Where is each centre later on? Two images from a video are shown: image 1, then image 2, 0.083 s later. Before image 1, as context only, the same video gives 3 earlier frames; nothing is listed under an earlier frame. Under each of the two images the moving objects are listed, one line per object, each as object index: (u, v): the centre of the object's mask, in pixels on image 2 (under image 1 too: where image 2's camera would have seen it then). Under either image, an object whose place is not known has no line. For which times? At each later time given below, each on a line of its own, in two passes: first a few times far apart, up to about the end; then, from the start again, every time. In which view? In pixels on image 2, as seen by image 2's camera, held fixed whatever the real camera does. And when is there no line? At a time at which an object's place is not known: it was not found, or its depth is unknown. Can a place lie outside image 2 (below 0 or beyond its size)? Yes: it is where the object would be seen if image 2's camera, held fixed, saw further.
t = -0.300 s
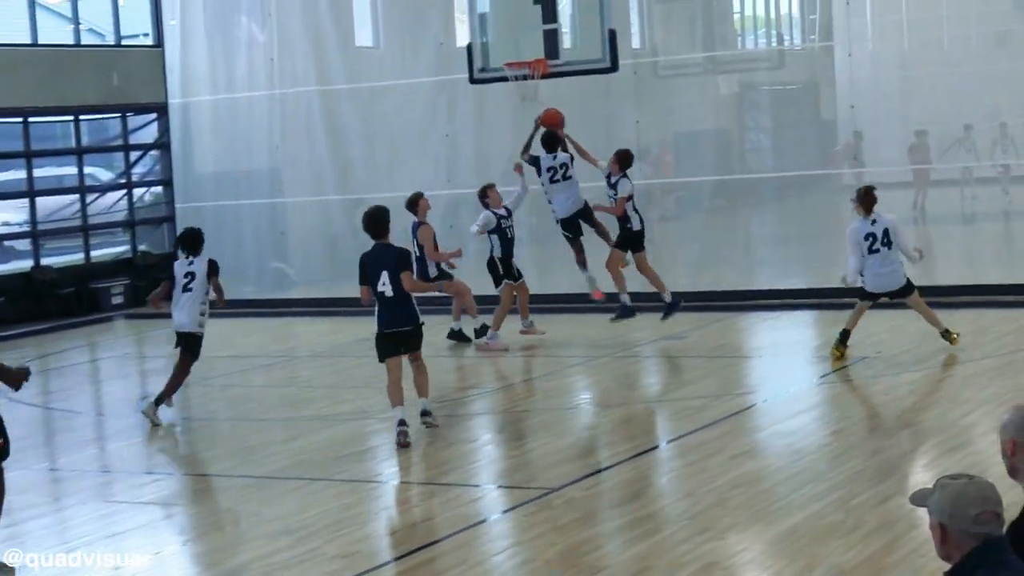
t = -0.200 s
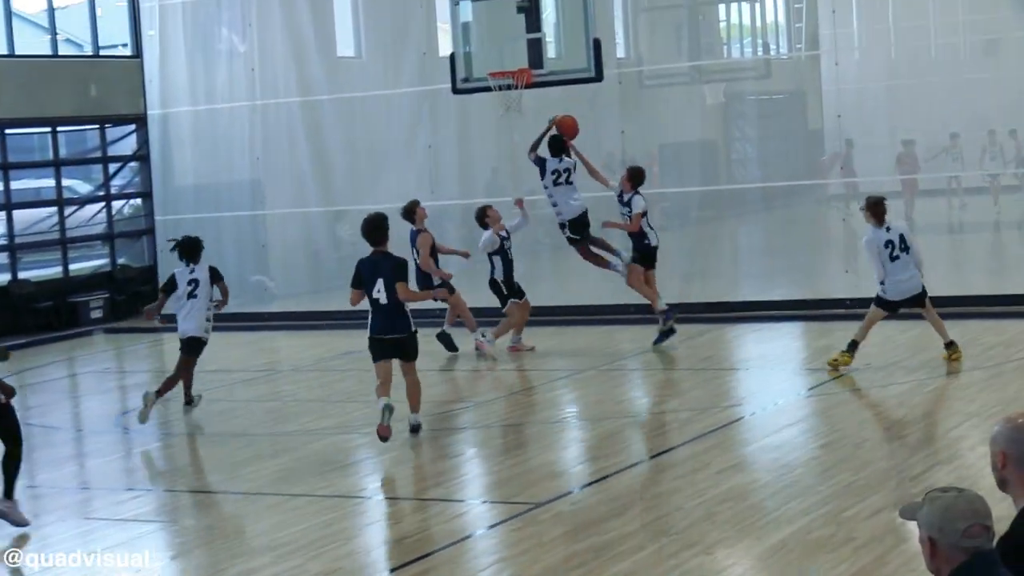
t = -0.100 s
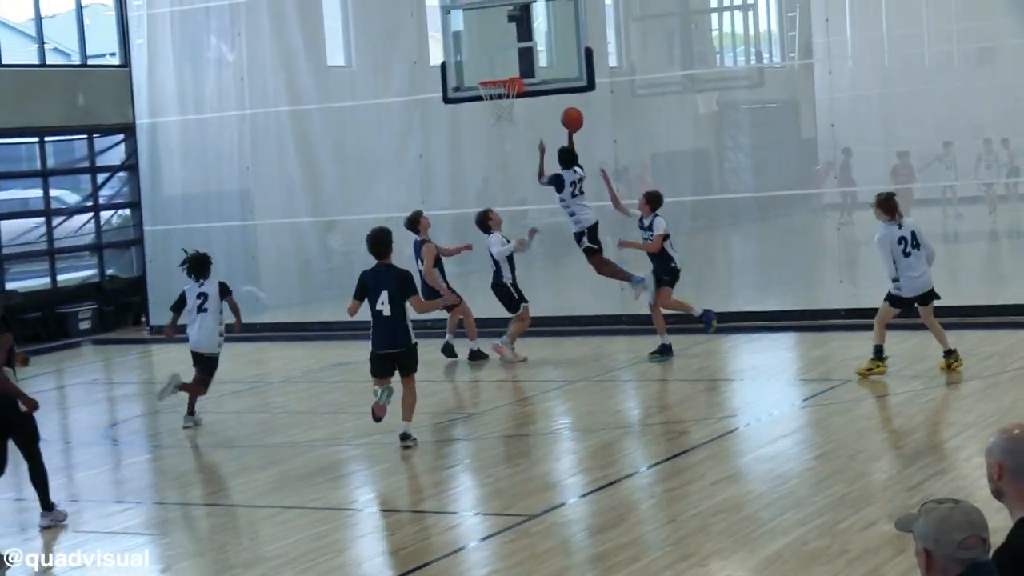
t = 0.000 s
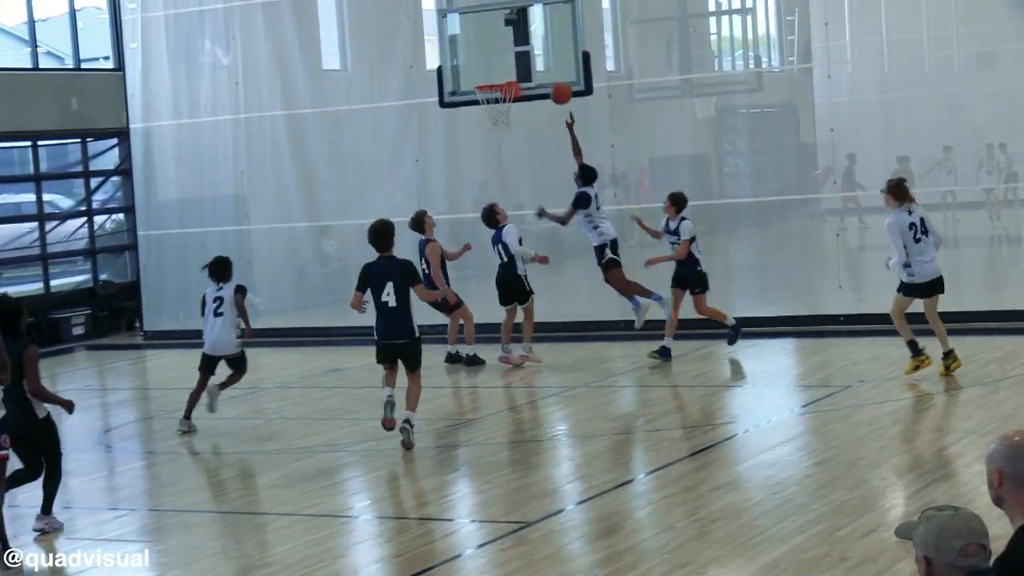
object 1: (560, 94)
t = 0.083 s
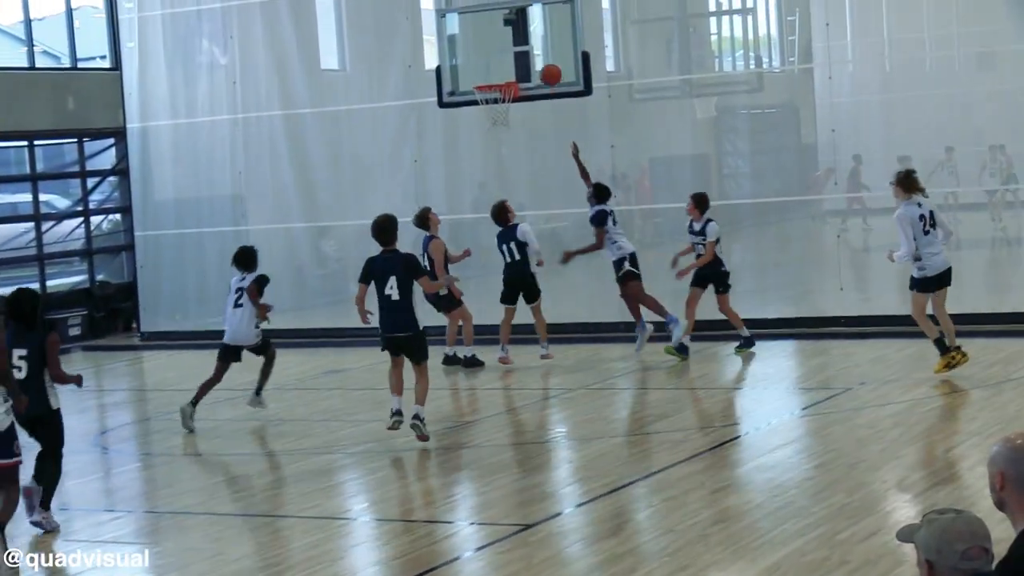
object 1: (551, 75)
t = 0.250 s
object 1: (533, 56)
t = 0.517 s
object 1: (506, 72)
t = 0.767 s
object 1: (492, 117)
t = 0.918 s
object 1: (495, 139)
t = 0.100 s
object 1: (548, 71)
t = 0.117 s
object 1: (547, 68)
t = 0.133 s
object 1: (544, 66)
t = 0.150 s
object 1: (543, 63)
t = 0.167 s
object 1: (542, 62)
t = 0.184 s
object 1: (540, 60)
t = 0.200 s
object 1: (538, 59)
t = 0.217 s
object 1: (536, 57)
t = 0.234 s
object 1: (534, 57)
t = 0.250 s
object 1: (533, 56)
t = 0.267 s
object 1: (532, 55)
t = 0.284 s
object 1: (531, 55)
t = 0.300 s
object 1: (529, 54)
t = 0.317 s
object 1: (527, 55)
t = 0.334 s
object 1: (526, 55)
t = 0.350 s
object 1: (525, 55)
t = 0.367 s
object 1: (523, 57)
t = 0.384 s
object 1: (521, 58)
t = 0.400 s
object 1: (519, 59)
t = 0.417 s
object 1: (517, 60)
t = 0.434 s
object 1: (515, 62)
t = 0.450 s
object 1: (513, 64)
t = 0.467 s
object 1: (511, 66)
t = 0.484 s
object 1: (509, 69)
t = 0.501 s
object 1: (507, 71)
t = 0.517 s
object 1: (506, 72)
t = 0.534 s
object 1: (503, 74)
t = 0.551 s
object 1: (501, 79)
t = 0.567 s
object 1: (499, 84)
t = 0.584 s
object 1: (498, 88)
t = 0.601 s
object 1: (494, 94)
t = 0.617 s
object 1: (493, 97)
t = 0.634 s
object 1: (492, 101)
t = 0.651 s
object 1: (491, 104)
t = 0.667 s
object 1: (491, 106)
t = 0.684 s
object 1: (490, 108)
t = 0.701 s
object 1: (490, 108)
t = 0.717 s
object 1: (490, 109)
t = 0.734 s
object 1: (492, 117)
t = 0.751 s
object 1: (492, 117)
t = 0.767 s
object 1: (492, 117)
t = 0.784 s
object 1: (491, 115)
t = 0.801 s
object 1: (491, 117)
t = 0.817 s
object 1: (492, 120)
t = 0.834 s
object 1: (493, 122)
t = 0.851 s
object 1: (493, 125)
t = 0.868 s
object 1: (493, 128)
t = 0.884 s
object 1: (494, 132)
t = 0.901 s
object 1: (495, 135)
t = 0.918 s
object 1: (495, 139)
